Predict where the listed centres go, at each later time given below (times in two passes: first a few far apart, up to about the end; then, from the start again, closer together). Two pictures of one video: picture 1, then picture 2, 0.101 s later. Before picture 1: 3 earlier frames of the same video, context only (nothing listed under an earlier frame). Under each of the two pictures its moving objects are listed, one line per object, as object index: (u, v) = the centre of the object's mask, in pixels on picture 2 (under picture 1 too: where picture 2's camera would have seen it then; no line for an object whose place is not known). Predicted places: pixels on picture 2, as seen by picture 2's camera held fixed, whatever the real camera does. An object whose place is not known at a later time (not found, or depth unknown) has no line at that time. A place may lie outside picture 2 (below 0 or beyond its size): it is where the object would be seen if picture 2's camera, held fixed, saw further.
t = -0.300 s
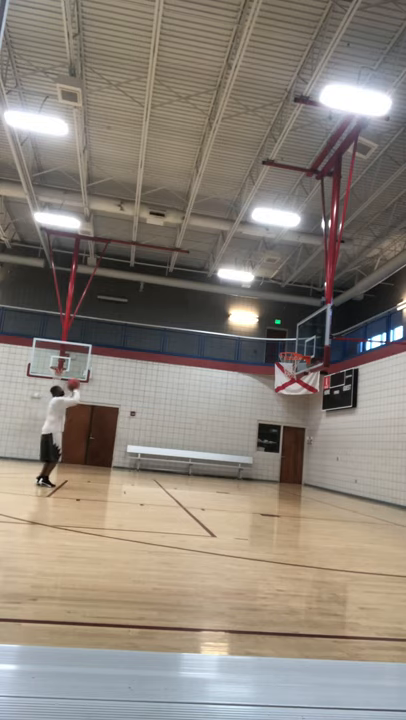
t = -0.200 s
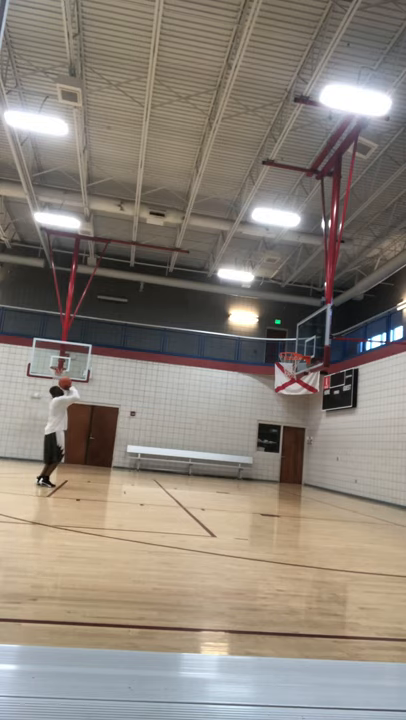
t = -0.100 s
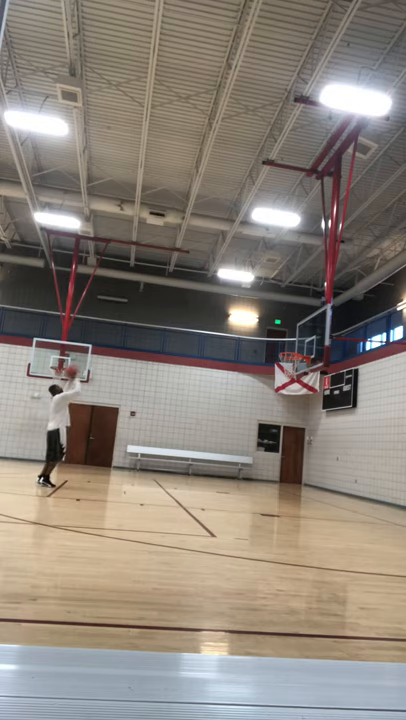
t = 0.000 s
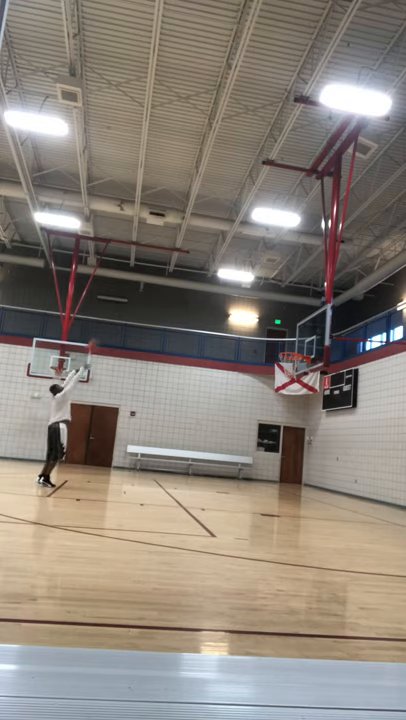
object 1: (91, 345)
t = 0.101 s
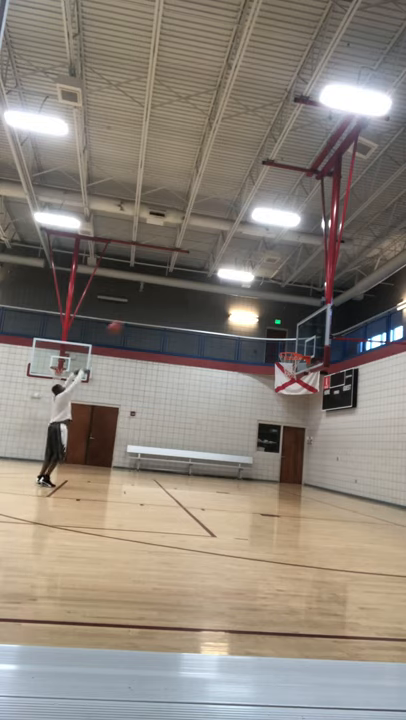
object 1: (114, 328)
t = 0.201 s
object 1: (136, 312)
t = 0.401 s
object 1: (179, 297)
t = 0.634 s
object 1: (224, 301)
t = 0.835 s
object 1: (258, 323)
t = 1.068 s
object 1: (296, 363)
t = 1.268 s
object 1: (302, 371)
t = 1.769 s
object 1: (284, 463)
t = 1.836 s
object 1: (283, 484)
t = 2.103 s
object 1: (278, 456)
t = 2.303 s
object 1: (271, 438)
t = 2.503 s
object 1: (264, 439)
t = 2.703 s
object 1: (256, 462)
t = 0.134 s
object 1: (121, 322)
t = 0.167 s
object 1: (131, 315)
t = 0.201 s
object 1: (136, 312)
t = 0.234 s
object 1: (143, 309)
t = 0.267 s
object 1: (151, 306)
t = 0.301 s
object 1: (158, 302)
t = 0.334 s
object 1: (166, 300)
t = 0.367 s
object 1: (172, 299)
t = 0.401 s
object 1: (179, 297)
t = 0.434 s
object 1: (185, 296)
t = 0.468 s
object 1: (192, 296)
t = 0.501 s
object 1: (198, 296)
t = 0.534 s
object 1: (204, 297)
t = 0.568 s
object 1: (210, 297)
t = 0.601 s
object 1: (216, 298)
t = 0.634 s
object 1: (224, 301)
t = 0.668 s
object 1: (228, 303)
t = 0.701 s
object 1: (235, 307)
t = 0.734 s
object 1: (241, 309)
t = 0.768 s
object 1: (247, 313)
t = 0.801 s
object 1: (253, 318)
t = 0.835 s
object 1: (258, 323)
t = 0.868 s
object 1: (264, 328)
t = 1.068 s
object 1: (296, 363)
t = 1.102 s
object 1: (298, 365)
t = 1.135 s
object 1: (299, 365)
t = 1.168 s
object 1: (299, 363)
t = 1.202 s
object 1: (303, 369)
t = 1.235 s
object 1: (303, 370)
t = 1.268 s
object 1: (302, 371)
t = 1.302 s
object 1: (301, 372)
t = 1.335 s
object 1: (301, 374)
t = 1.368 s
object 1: (300, 378)
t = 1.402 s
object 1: (298, 382)
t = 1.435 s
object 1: (298, 386)
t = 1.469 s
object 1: (296, 393)
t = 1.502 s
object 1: (296, 399)
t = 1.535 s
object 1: (295, 404)
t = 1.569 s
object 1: (294, 411)
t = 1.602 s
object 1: (292, 417)
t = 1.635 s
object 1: (291, 426)
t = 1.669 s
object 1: (290, 432)
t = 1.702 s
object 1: (288, 441)
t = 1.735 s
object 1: (287, 452)
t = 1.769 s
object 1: (284, 463)
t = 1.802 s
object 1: (283, 473)
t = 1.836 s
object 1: (283, 484)
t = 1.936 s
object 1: (280, 486)
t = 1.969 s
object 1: (279, 478)
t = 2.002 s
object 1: (279, 472)
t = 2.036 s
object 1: (278, 466)
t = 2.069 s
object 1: (279, 461)
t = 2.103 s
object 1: (278, 456)
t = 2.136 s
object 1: (276, 452)
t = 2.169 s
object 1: (275, 448)
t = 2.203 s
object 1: (274, 445)
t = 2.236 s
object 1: (273, 441)
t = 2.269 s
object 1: (272, 439)
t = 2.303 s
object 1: (271, 438)
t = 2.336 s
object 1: (270, 437)
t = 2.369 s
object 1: (269, 437)
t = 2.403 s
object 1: (269, 437)
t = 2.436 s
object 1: (267, 436)
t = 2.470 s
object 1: (265, 437)
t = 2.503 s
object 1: (264, 439)
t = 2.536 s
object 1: (263, 441)
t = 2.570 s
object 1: (261, 443)
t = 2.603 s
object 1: (260, 448)
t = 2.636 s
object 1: (258, 452)
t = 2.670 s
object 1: (257, 457)
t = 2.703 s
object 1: (256, 462)
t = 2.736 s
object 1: (254, 469)
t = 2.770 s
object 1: (251, 474)
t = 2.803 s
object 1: (250, 481)
